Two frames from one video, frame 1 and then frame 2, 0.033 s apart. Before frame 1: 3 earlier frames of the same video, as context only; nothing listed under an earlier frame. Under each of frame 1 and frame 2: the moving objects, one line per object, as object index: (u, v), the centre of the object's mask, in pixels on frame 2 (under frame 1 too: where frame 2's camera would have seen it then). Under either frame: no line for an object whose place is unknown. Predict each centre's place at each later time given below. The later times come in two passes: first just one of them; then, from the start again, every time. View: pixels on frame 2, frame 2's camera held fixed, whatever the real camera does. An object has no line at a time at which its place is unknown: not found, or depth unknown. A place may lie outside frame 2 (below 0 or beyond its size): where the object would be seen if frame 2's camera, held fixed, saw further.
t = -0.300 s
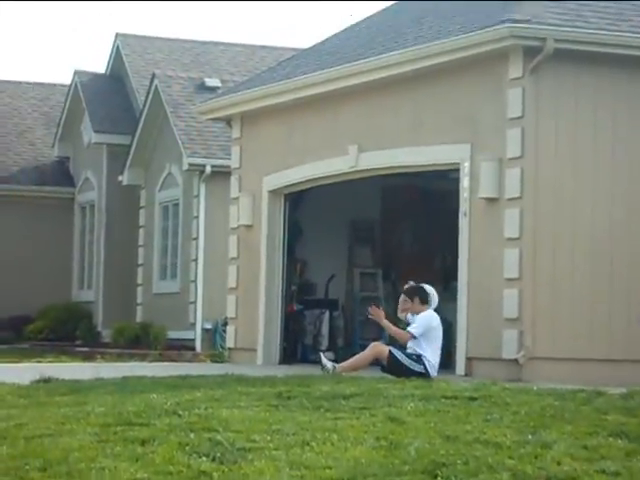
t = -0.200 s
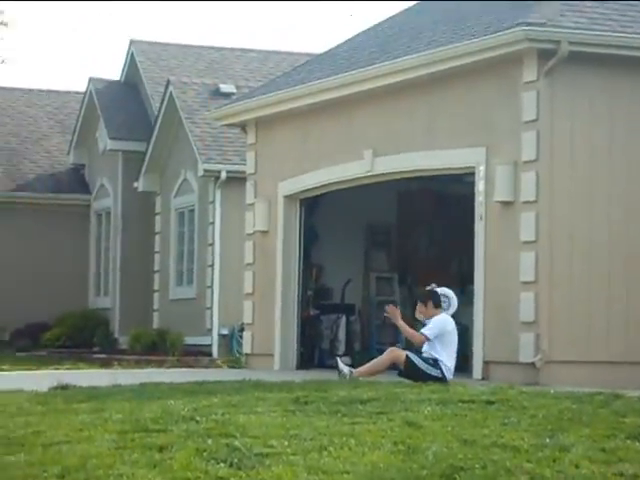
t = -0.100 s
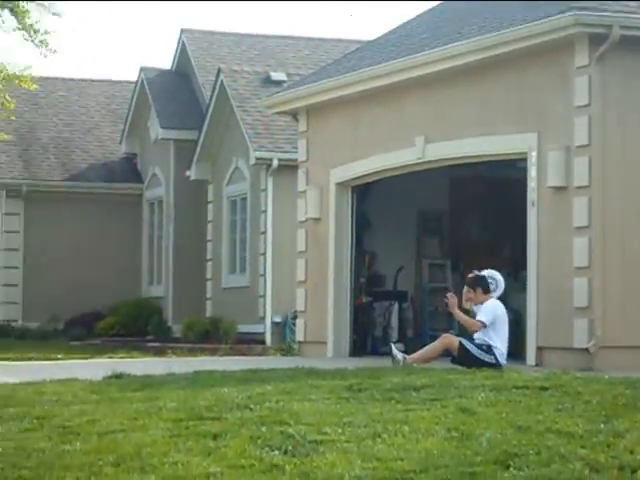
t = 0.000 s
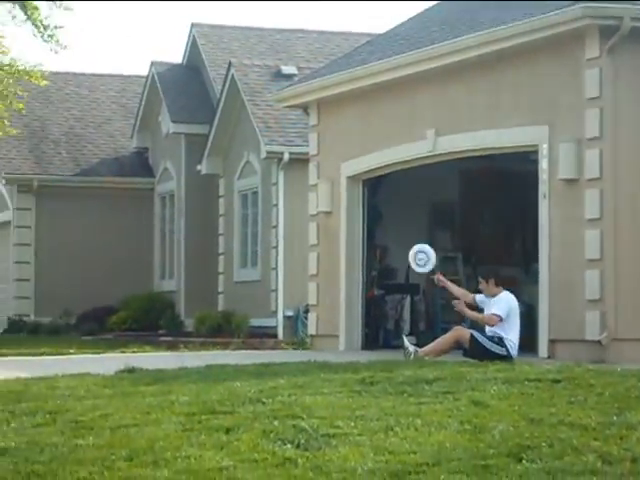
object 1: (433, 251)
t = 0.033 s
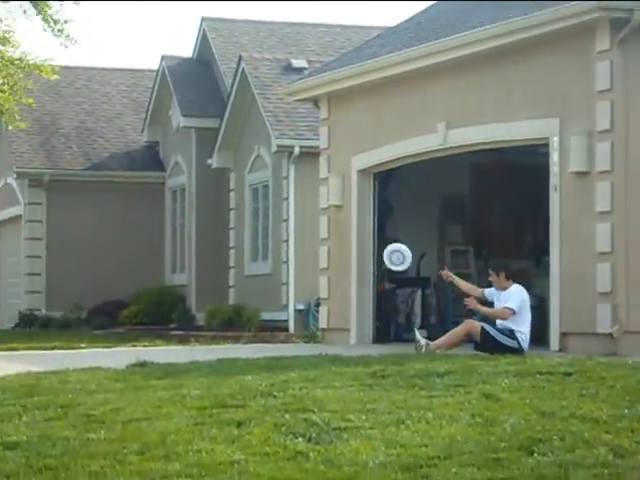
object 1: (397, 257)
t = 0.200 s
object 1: (228, 303)
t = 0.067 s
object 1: (362, 264)
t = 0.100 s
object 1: (329, 271)
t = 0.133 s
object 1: (295, 281)
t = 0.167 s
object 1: (262, 291)
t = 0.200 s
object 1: (228, 303)
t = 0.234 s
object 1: (195, 316)
